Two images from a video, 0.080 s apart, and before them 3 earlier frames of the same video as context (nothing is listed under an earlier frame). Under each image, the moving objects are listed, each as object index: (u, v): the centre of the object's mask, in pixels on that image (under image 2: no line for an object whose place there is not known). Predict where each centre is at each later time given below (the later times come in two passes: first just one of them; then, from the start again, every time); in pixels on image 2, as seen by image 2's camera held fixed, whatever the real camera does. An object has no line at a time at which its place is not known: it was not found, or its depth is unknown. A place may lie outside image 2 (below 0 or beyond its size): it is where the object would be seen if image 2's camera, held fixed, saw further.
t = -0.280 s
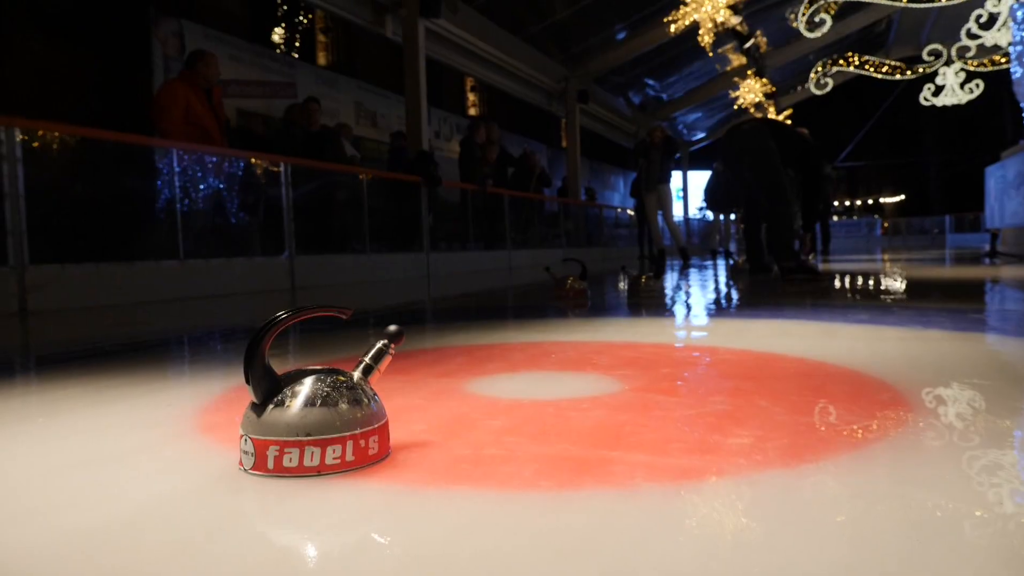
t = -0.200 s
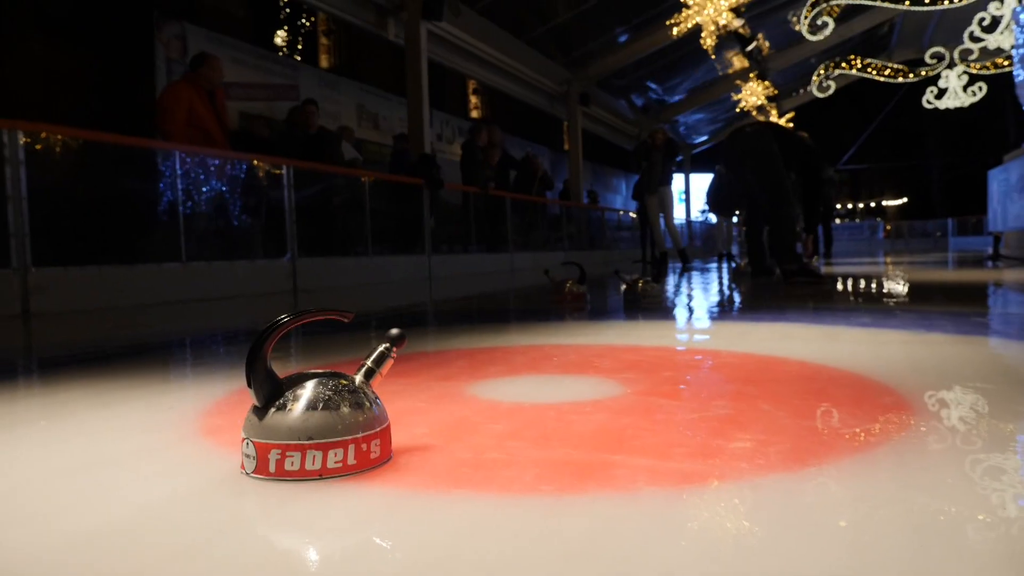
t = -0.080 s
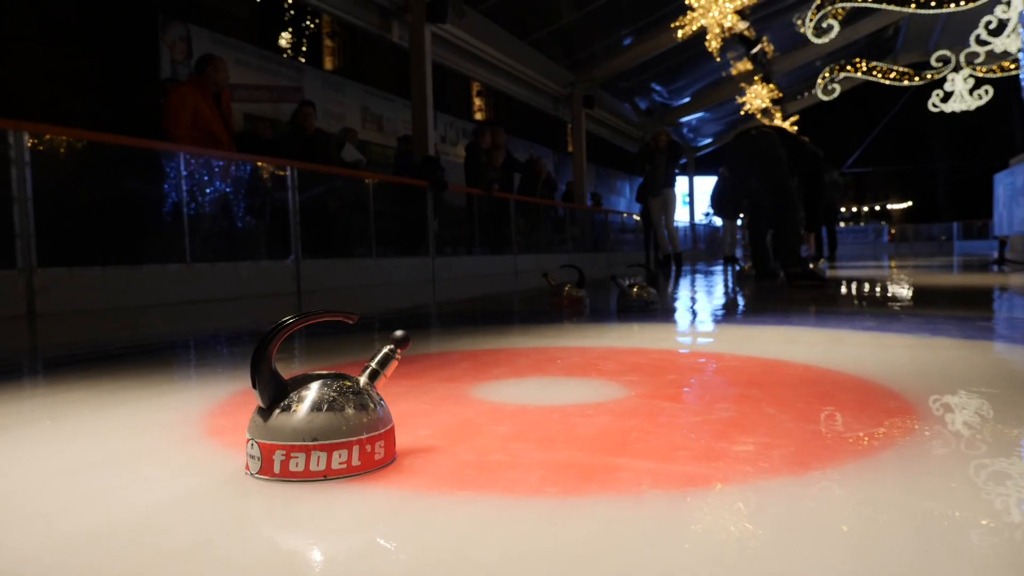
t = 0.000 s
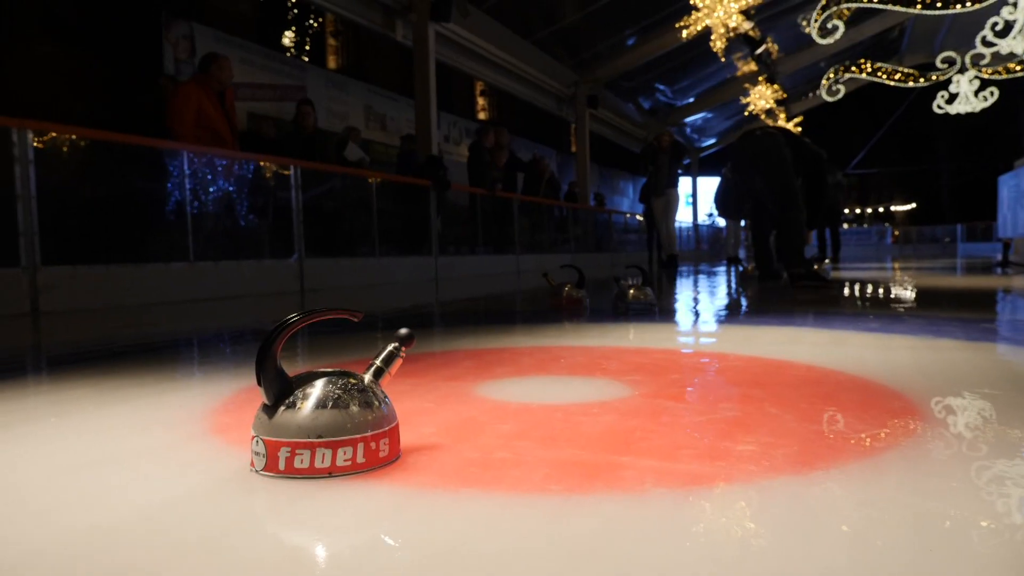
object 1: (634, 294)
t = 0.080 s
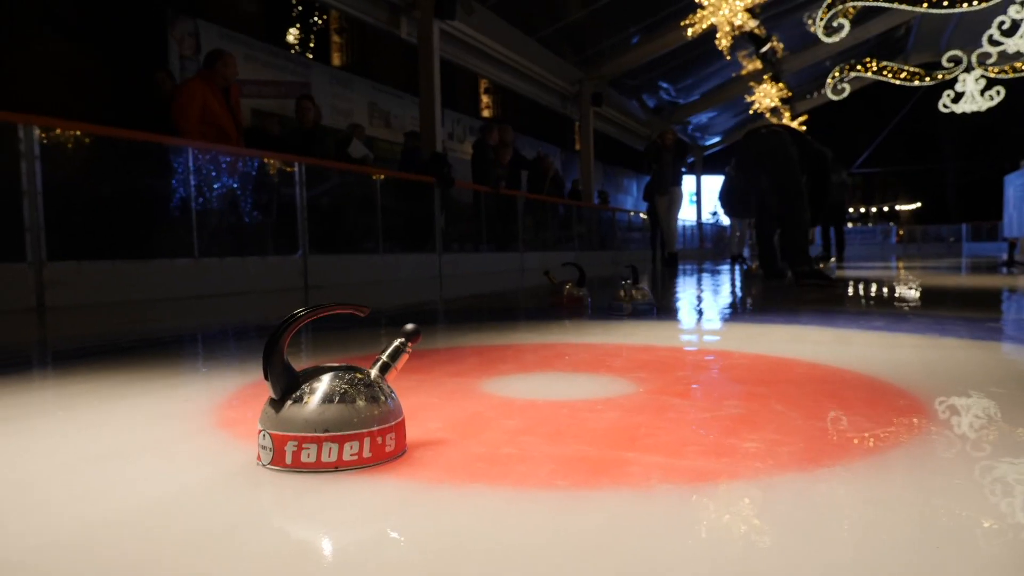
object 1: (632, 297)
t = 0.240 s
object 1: (618, 302)
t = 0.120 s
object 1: (631, 299)
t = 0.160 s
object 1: (626, 300)
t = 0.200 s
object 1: (623, 300)
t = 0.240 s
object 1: (618, 302)
